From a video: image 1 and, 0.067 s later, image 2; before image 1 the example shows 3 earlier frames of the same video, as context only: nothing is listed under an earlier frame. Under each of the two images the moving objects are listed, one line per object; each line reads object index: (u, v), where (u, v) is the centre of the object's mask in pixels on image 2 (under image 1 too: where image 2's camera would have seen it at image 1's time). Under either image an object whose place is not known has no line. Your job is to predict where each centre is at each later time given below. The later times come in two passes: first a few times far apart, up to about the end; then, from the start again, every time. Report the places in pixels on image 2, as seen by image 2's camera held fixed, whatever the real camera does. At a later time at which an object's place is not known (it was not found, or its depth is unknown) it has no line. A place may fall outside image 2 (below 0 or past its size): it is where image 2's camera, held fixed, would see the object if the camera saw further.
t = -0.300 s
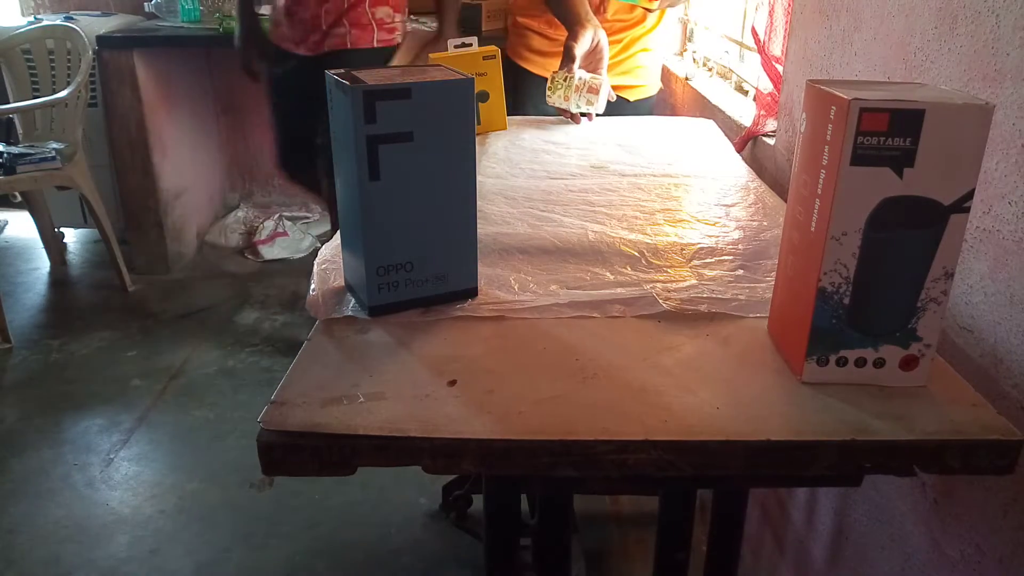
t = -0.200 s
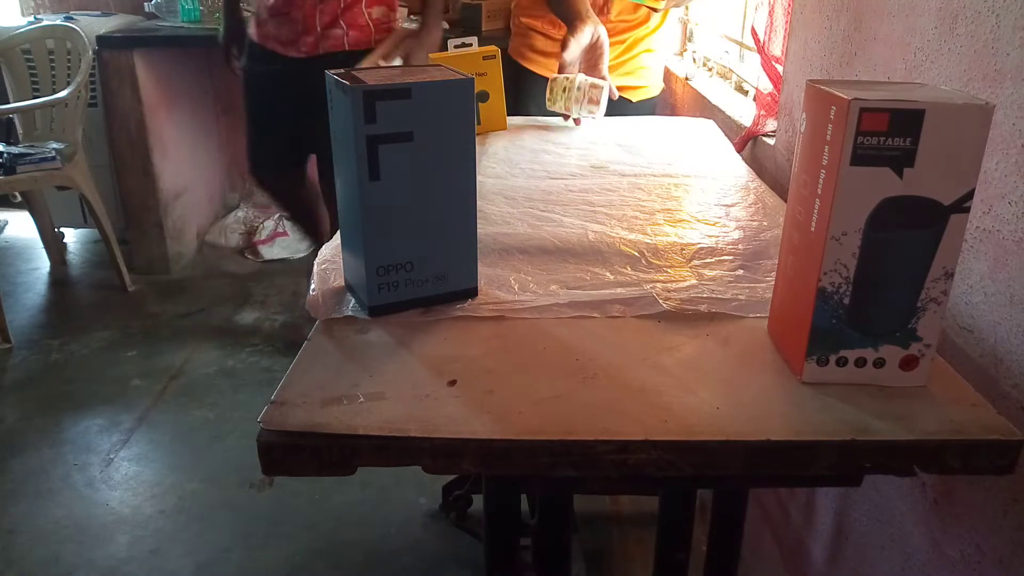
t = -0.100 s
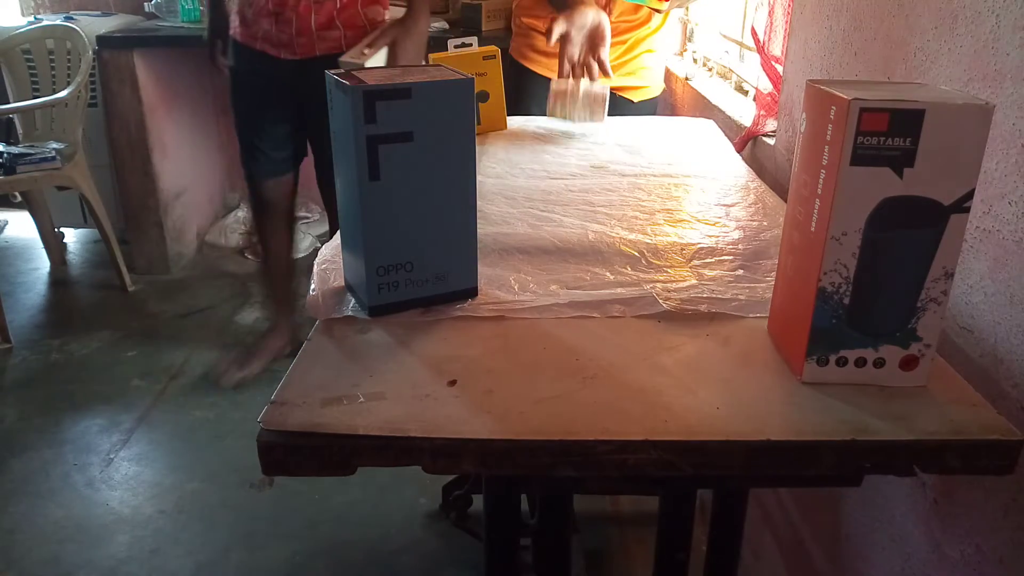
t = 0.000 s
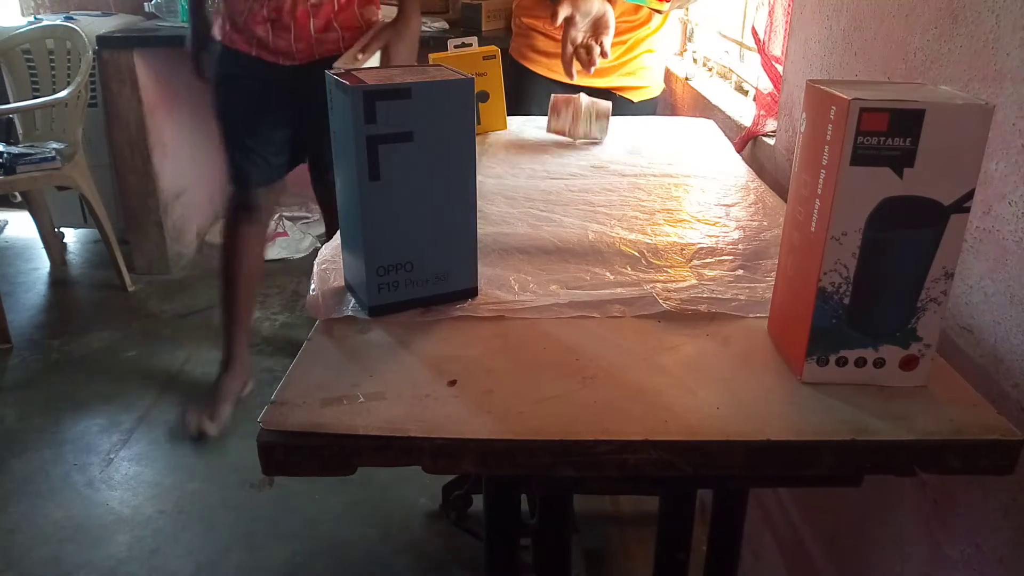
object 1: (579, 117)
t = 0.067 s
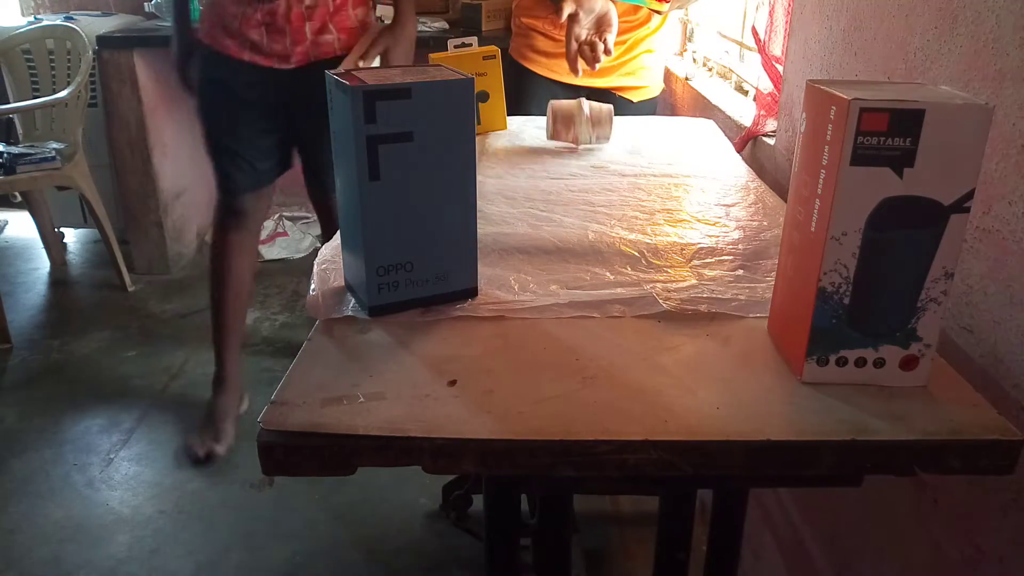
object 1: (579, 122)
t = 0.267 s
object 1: (588, 137)
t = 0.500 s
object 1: (595, 153)
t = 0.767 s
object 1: (603, 168)
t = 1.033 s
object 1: (610, 180)
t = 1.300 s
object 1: (611, 190)
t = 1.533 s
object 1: (611, 192)
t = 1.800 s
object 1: (606, 187)
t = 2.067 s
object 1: (599, 180)
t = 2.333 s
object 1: (595, 177)
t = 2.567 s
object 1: (599, 180)
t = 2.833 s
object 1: (600, 181)
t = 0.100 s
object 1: (580, 125)
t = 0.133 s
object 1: (581, 128)
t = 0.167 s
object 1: (581, 130)
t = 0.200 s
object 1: (582, 131)
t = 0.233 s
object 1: (585, 135)
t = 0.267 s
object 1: (588, 137)
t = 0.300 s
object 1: (590, 141)
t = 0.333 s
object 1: (593, 143)
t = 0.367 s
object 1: (594, 144)
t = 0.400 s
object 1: (594, 147)
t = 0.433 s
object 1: (594, 149)
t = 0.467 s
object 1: (594, 151)
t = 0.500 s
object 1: (595, 153)
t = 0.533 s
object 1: (596, 155)
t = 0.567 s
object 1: (597, 157)
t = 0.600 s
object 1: (598, 159)
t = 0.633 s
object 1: (599, 159)
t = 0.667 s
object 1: (600, 161)
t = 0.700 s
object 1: (602, 163)
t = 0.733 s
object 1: (603, 166)
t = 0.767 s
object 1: (603, 168)
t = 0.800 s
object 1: (603, 170)
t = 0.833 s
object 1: (603, 170)
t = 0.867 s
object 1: (604, 171)
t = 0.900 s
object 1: (606, 172)
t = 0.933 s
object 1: (608, 175)
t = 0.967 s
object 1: (611, 177)
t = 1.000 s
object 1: (610, 178)
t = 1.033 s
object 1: (610, 180)
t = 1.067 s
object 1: (610, 181)
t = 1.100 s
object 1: (610, 183)
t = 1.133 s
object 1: (611, 185)
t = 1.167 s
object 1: (612, 186)
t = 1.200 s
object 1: (612, 187)
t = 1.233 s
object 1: (612, 188)
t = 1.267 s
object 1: (612, 189)
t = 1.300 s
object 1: (611, 190)
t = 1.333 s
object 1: (611, 191)
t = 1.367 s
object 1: (610, 191)
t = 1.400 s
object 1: (610, 192)
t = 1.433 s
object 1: (610, 192)
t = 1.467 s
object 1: (611, 192)
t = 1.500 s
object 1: (611, 192)
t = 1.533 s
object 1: (611, 192)
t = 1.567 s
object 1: (611, 192)
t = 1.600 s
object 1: (611, 191)
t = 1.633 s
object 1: (610, 191)
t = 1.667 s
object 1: (610, 190)
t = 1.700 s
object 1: (609, 189)
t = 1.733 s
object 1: (608, 189)
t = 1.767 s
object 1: (607, 188)
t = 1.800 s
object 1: (606, 187)
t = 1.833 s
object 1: (605, 186)
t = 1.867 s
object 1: (604, 185)
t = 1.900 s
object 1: (604, 184)
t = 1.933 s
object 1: (603, 183)
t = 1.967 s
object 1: (602, 182)
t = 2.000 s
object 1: (601, 182)
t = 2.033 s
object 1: (600, 181)
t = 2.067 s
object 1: (599, 180)
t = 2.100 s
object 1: (598, 180)
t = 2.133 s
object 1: (597, 179)
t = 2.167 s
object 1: (596, 179)
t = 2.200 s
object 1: (595, 178)
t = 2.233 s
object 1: (595, 177)
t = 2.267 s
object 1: (594, 177)
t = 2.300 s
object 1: (594, 177)
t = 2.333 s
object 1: (595, 177)
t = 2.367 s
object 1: (595, 178)
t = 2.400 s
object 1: (596, 179)
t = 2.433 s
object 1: (597, 179)
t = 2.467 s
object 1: (598, 179)
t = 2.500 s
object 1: (598, 180)
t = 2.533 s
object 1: (599, 180)
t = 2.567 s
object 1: (599, 180)
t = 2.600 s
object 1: (599, 180)
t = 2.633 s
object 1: (599, 181)
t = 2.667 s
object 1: (600, 181)
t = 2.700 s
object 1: (600, 181)
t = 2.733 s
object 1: (600, 181)
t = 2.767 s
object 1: (600, 181)
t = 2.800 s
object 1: (600, 181)
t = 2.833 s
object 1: (600, 181)
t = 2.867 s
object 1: (599, 180)
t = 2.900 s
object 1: (599, 180)
